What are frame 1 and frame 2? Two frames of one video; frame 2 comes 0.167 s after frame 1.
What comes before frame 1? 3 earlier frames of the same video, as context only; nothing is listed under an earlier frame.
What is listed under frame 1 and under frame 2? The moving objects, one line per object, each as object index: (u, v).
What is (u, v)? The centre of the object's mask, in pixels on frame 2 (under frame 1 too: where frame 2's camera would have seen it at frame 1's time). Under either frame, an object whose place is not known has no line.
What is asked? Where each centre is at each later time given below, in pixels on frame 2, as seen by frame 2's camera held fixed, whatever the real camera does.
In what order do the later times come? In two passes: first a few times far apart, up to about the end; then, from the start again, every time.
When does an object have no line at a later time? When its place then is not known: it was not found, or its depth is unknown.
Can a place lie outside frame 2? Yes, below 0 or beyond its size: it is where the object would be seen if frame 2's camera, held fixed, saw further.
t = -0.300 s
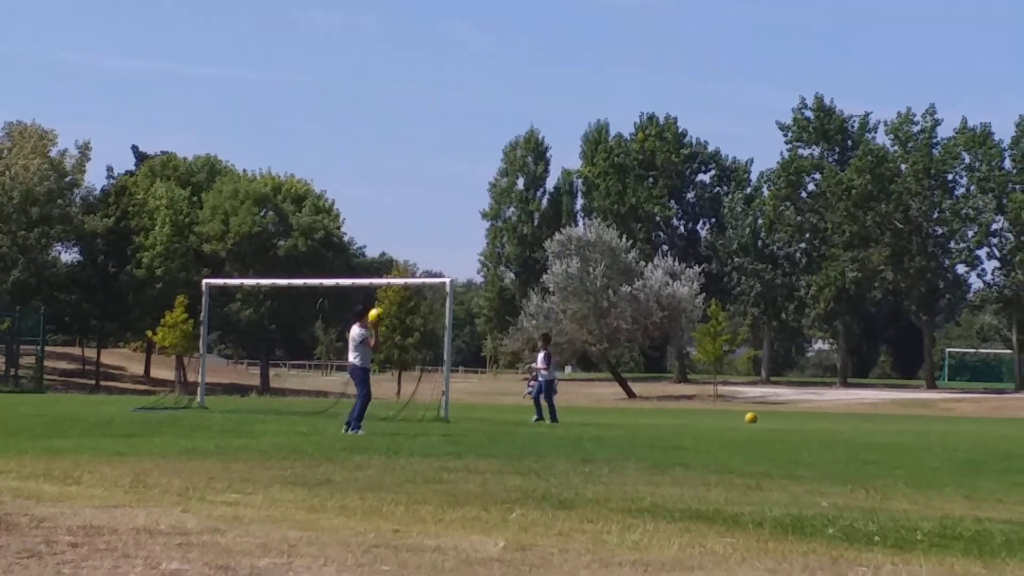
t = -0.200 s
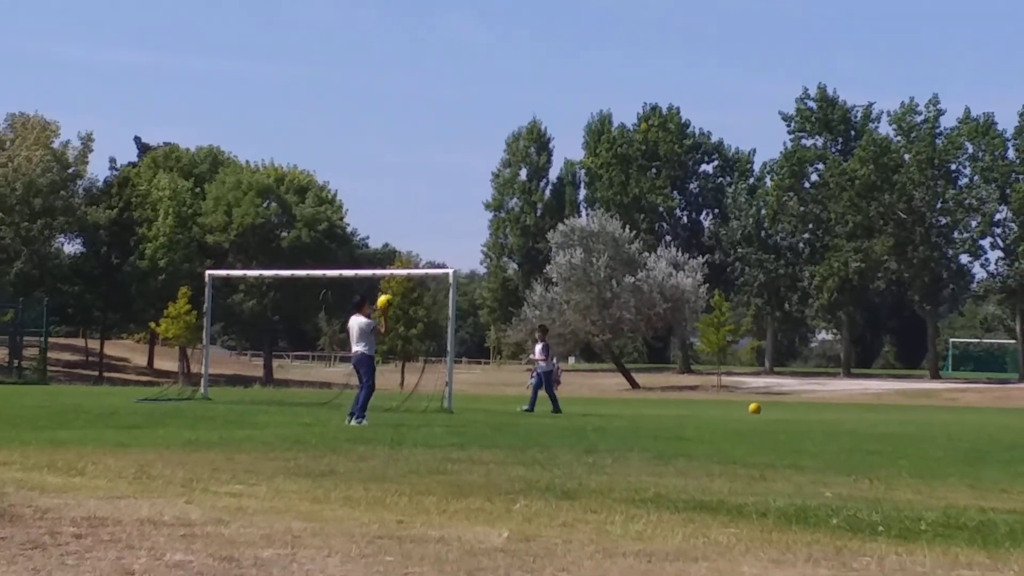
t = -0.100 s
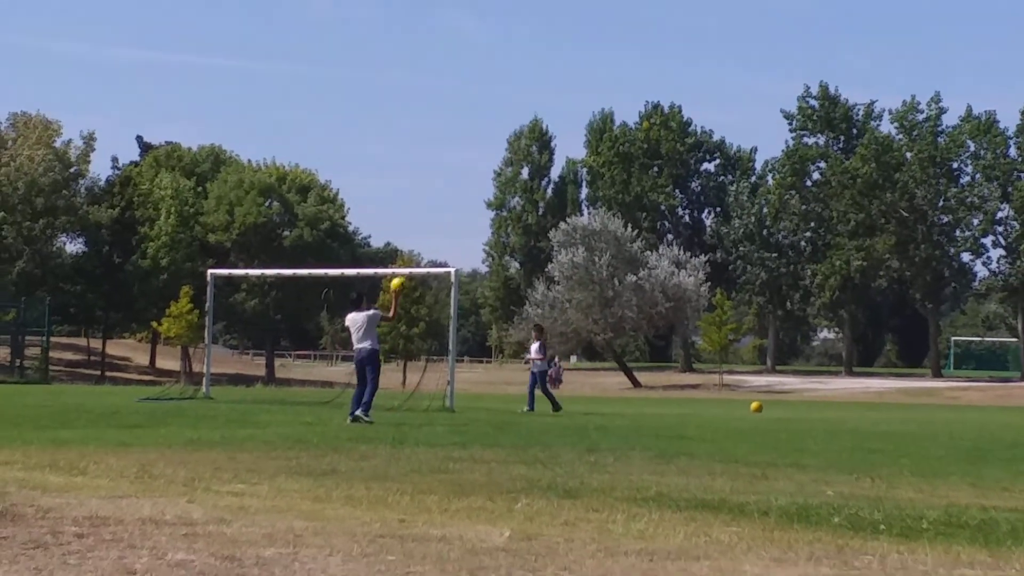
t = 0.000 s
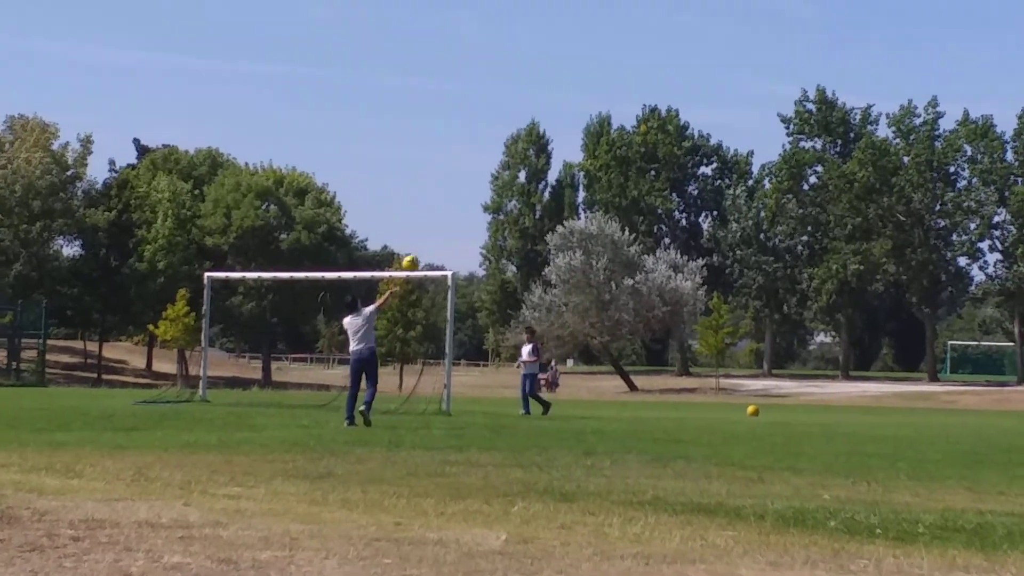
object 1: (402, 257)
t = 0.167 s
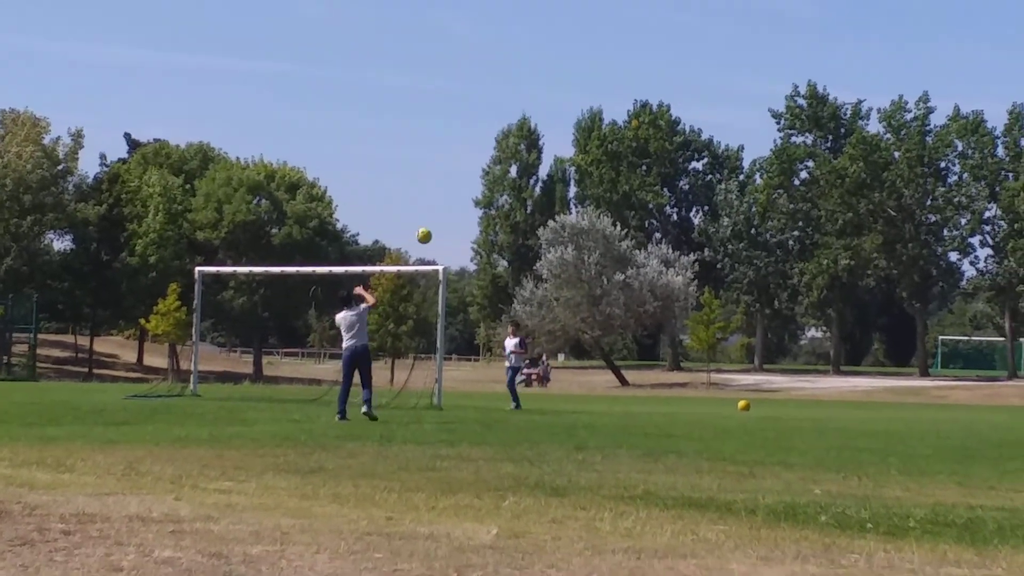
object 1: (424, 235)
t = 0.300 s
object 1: (439, 233)
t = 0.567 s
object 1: (467, 266)
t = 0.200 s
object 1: (428, 233)
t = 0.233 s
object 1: (432, 232)
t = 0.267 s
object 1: (435, 232)
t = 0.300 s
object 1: (439, 233)
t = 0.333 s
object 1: (443, 234)
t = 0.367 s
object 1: (446, 236)
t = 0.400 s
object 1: (450, 240)
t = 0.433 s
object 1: (454, 243)
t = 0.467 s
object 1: (457, 248)
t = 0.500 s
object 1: (460, 253)
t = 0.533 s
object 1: (464, 259)
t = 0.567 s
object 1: (467, 266)
